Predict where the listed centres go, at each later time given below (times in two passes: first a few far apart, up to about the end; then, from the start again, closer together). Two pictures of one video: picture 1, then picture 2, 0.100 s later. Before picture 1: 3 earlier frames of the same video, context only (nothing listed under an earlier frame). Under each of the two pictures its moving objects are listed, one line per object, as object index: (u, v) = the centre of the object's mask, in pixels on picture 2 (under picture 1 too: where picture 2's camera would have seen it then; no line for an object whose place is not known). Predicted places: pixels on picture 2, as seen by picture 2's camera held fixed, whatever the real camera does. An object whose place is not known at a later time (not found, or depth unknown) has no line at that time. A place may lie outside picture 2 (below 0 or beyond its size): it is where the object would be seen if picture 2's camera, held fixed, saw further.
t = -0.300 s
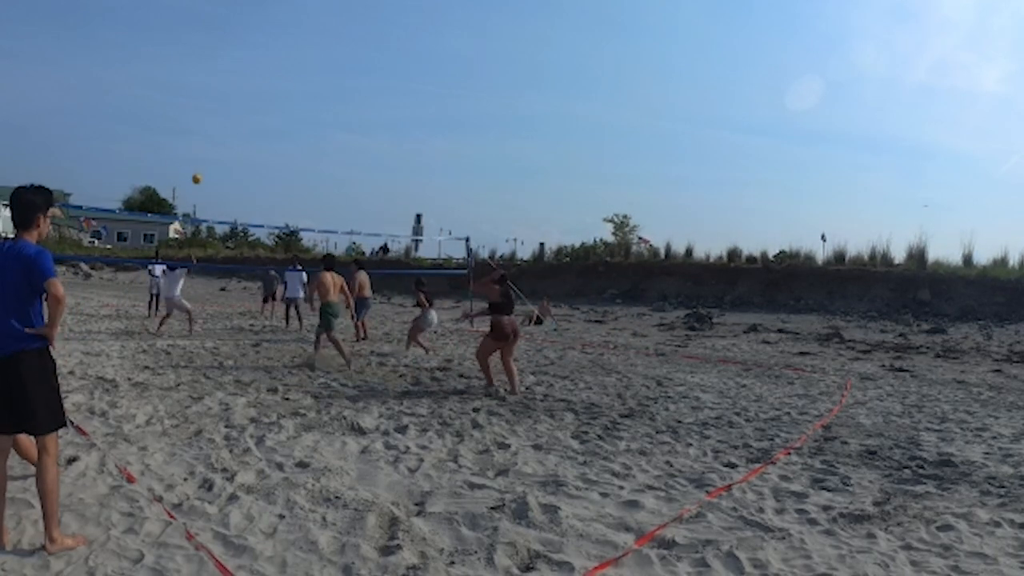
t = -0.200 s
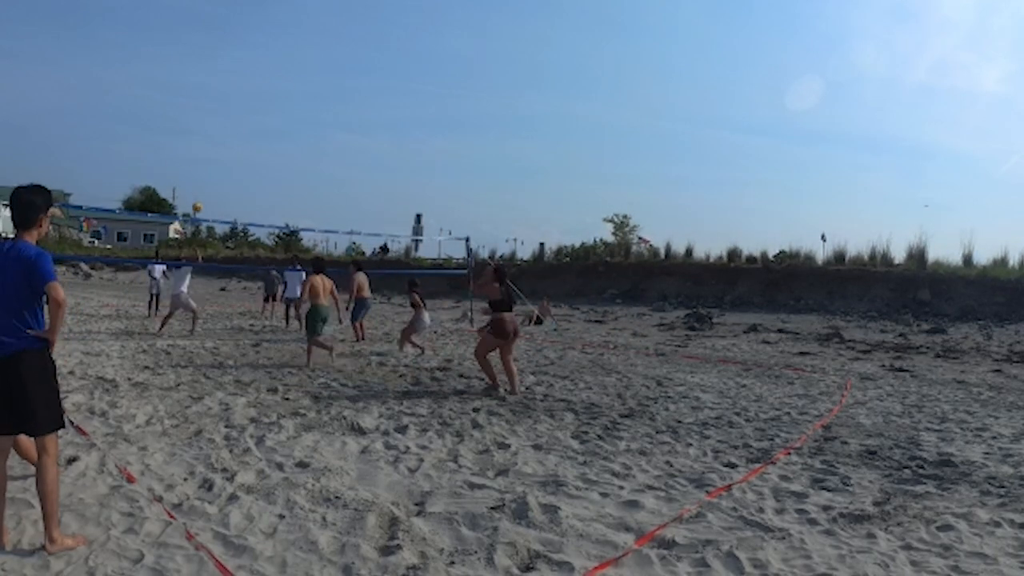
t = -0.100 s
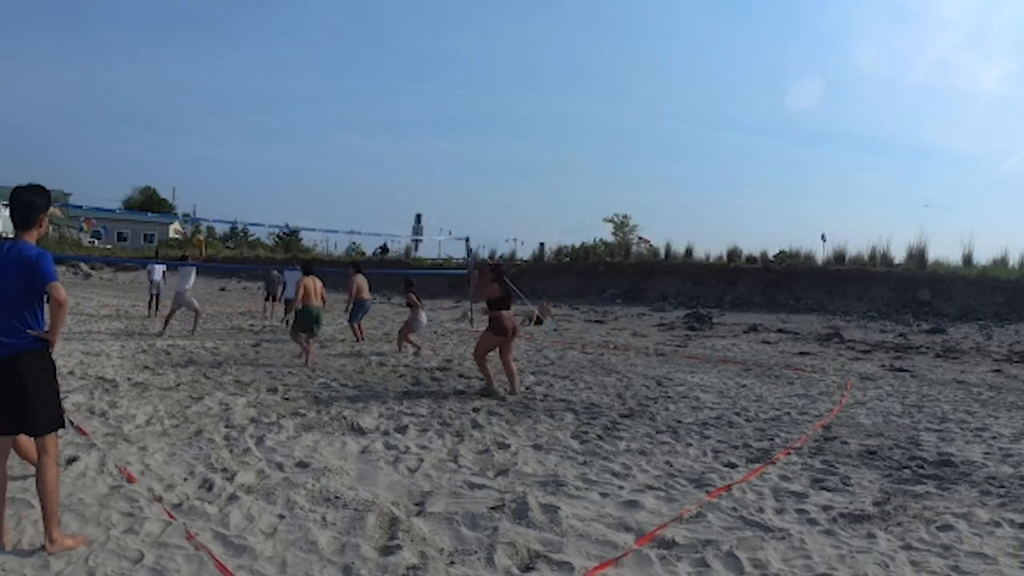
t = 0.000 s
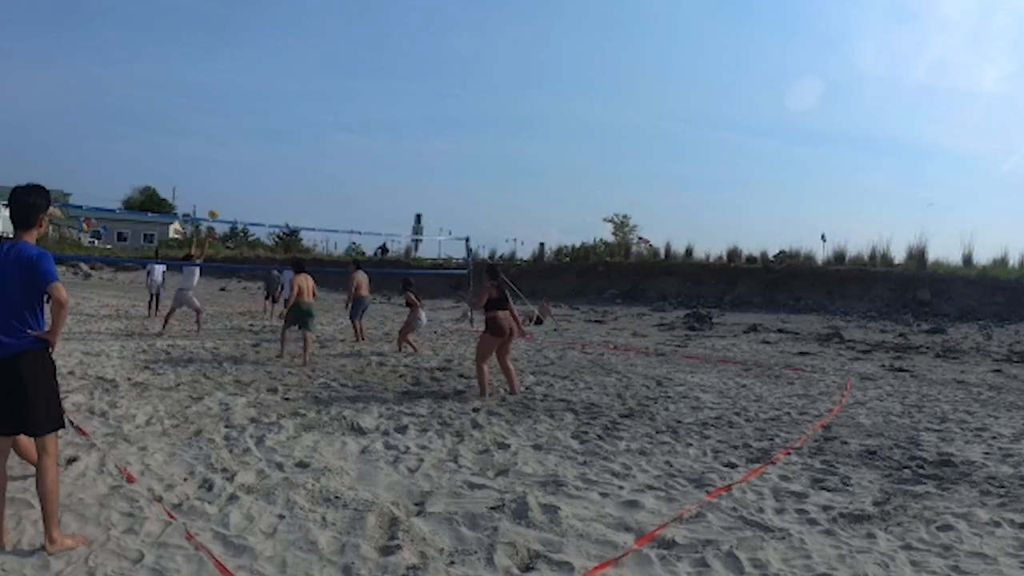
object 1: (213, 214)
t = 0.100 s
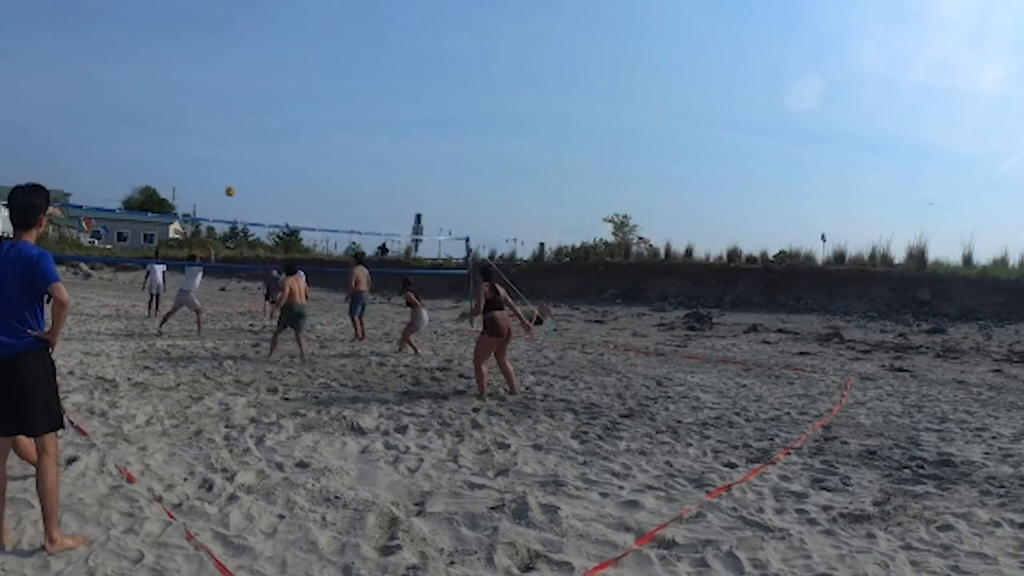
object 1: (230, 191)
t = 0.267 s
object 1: (256, 165)
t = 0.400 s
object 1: (275, 154)
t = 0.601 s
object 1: (302, 153)
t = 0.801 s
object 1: (325, 170)
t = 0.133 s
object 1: (235, 185)
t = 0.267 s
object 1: (256, 165)
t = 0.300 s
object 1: (261, 162)
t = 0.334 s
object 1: (266, 158)
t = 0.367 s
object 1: (270, 156)
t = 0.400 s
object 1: (275, 154)
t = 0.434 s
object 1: (280, 153)
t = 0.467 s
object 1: (284, 152)
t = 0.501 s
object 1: (289, 152)
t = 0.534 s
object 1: (293, 152)
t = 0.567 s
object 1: (297, 152)
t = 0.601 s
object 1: (302, 153)
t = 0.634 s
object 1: (306, 155)
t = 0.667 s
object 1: (310, 157)
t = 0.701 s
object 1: (314, 159)
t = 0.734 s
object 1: (318, 162)
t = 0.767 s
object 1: (321, 166)
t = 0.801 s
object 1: (325, 170)
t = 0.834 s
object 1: (329, 174)
